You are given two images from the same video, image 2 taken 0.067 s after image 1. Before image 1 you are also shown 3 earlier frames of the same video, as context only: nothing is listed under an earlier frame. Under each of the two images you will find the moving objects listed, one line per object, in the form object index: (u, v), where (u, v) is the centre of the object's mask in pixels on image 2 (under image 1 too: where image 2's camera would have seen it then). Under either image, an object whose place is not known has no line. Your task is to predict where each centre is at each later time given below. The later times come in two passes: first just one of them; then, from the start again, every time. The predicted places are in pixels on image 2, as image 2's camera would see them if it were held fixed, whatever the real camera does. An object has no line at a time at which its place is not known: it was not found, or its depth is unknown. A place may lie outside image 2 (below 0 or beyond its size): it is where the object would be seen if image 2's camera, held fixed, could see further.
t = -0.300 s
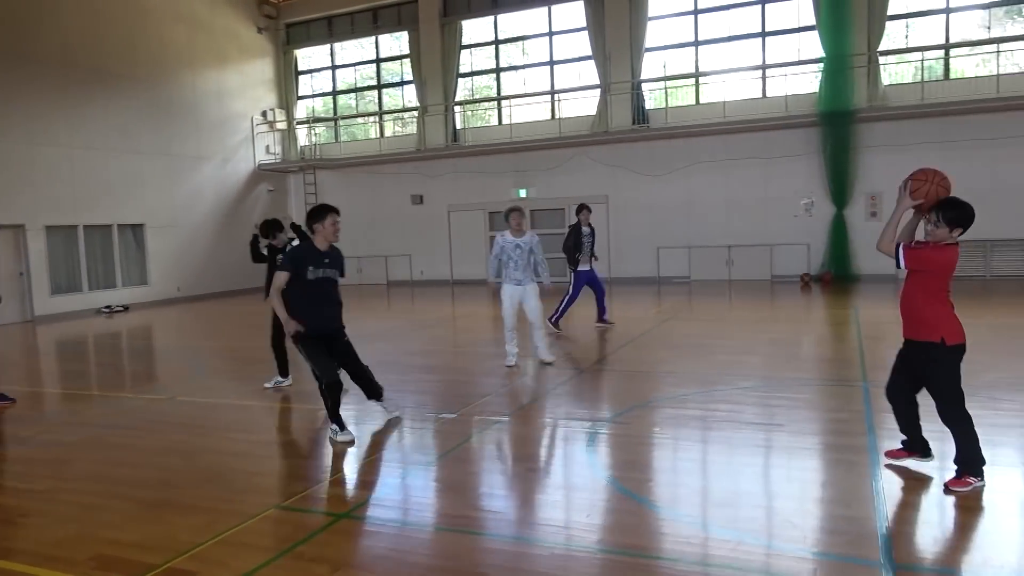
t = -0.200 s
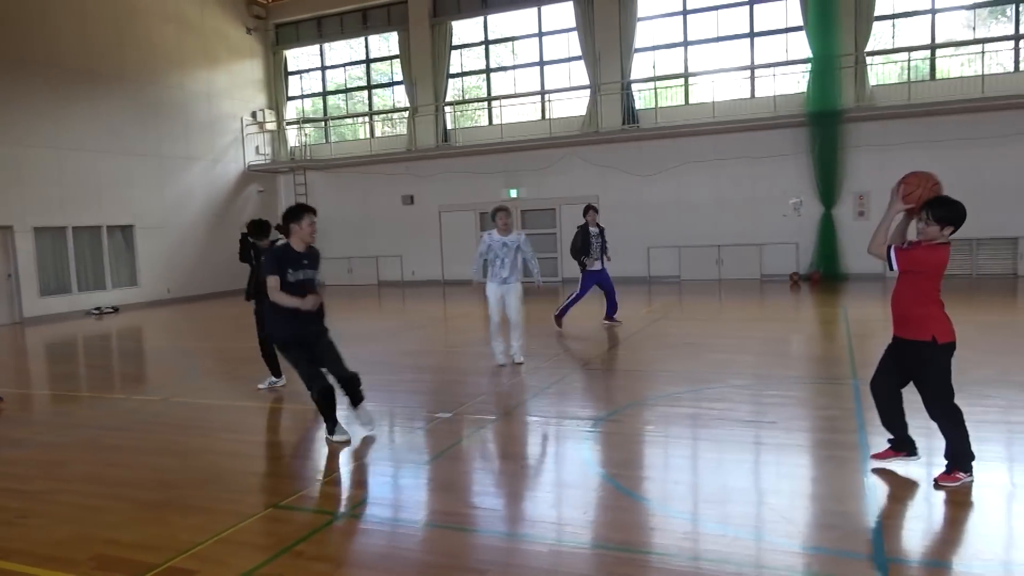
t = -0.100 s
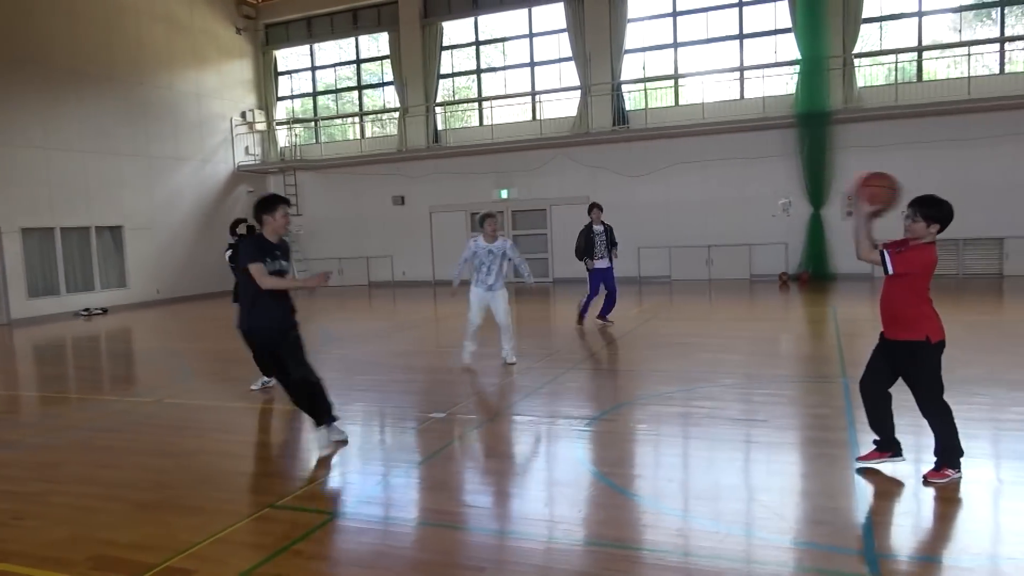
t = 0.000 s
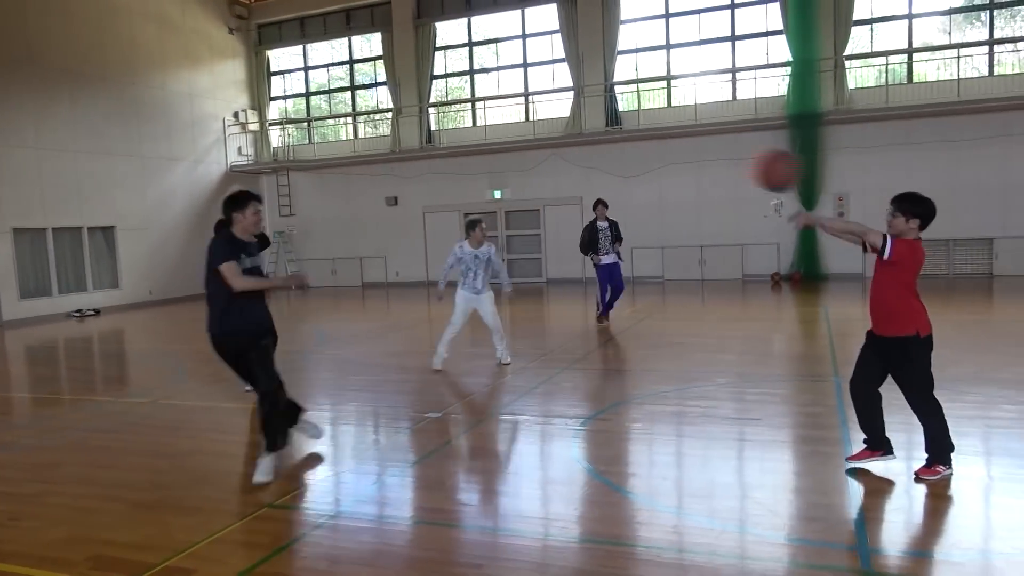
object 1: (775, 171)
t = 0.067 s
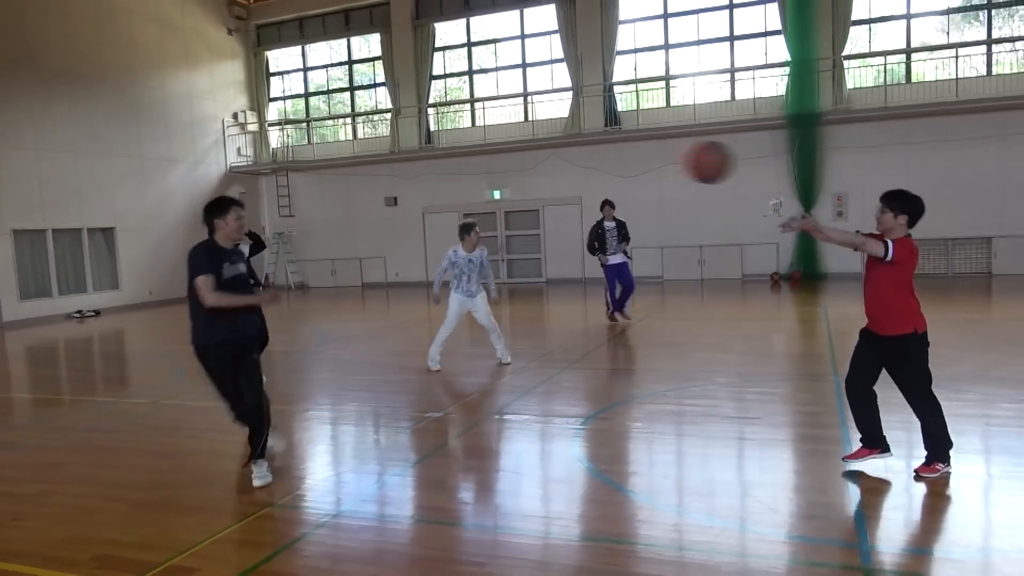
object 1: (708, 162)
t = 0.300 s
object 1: (465, 198)
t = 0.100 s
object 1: (675, 161)
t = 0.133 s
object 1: (639, 162)
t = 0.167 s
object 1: (603, 165)
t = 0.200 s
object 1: (569, 170)
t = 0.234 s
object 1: (535, 177)
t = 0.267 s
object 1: (501, 186)
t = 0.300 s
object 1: (465, 198)
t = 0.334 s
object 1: (432, 211)
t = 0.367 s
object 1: (398, 227)
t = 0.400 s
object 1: (363, 245)
